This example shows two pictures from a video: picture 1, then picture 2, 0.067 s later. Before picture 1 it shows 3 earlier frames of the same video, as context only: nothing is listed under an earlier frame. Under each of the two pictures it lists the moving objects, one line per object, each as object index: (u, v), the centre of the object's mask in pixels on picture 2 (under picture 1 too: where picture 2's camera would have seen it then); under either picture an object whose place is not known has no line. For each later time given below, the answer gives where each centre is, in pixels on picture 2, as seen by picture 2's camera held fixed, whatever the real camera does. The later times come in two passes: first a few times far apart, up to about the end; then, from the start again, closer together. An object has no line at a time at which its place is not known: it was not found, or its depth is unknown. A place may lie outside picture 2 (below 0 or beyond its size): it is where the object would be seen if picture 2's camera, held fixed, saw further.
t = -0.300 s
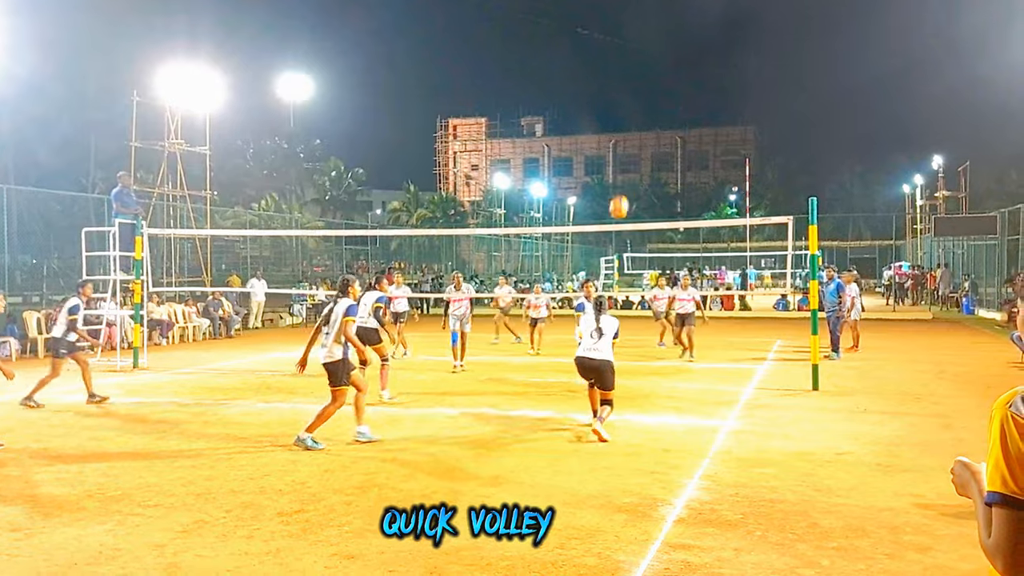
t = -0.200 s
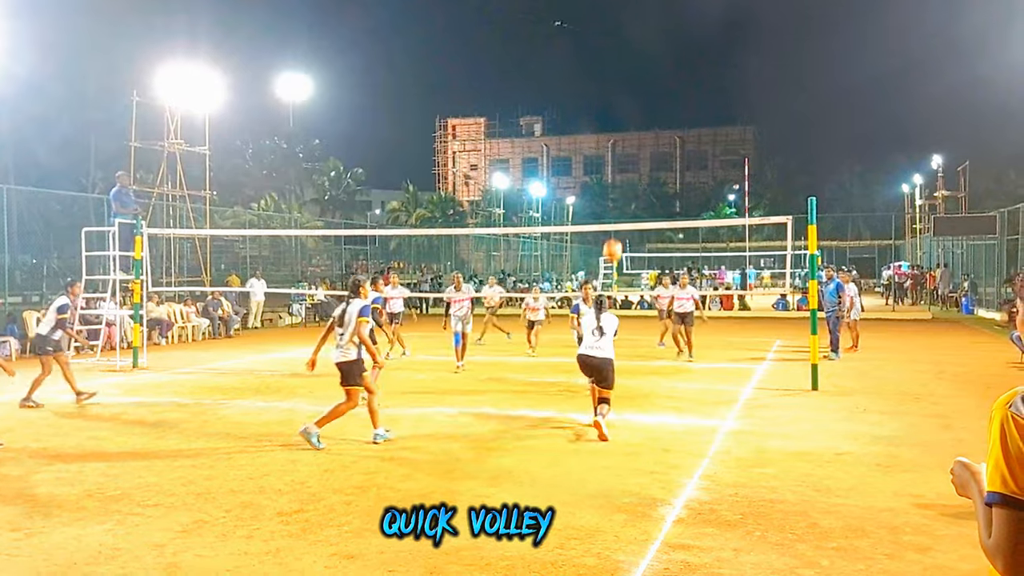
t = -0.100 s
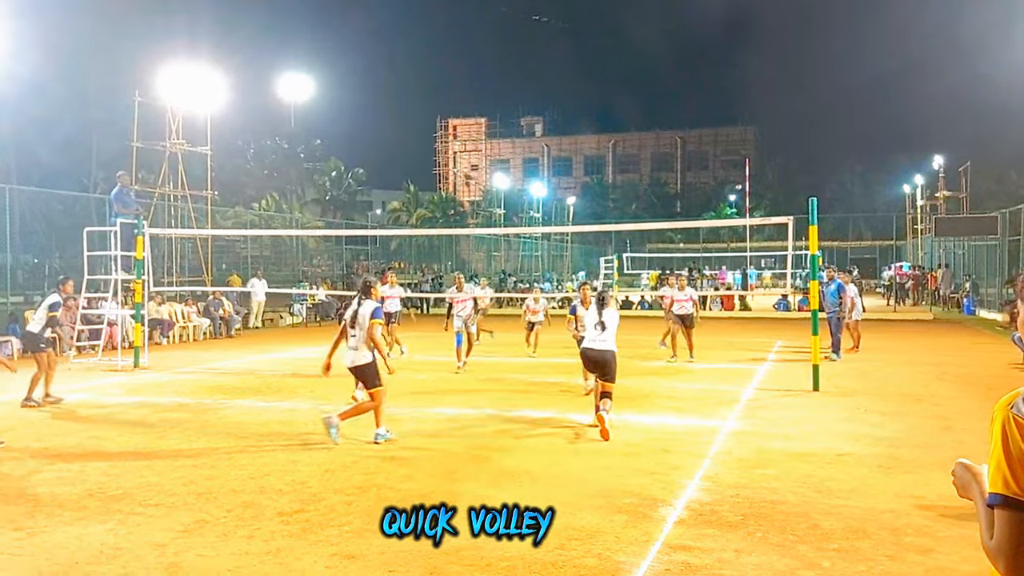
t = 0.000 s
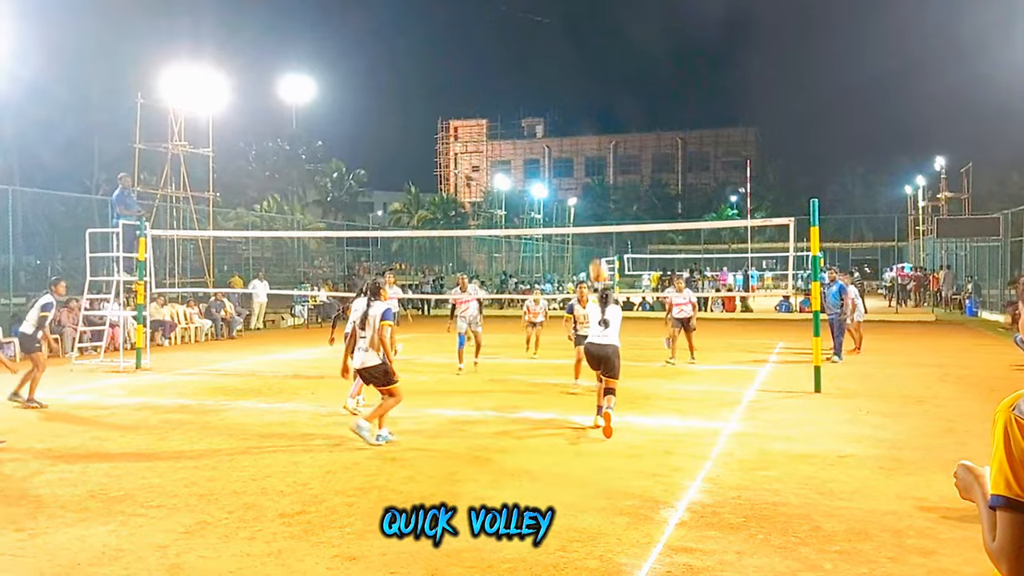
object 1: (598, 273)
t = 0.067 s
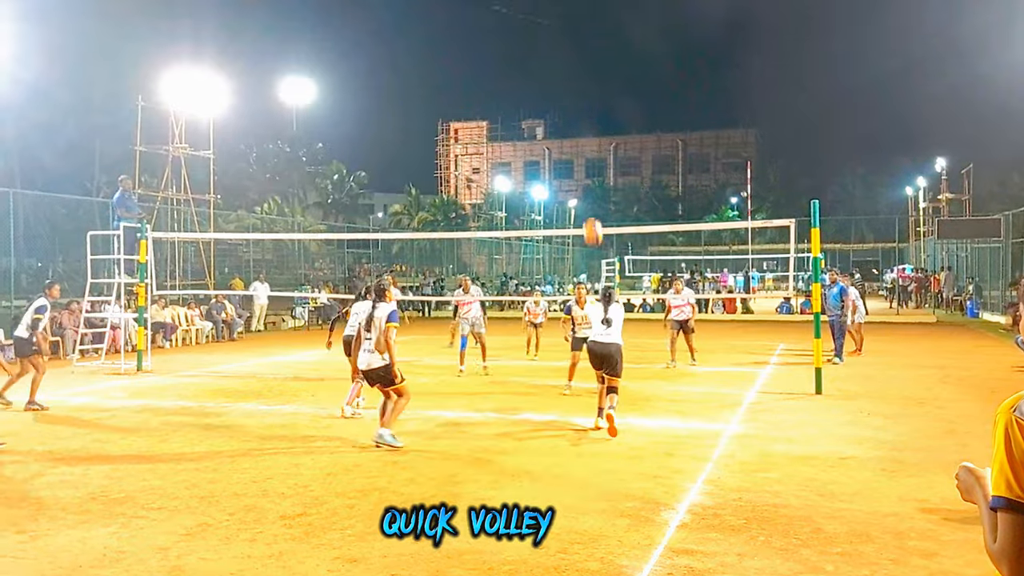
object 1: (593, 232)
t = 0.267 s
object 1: (573, 130)
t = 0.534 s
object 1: (548, 57)
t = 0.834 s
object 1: (522, 48)
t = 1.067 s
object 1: (505, 89)
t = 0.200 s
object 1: (579, 160)
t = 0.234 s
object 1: (576, 144)
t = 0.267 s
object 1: (573, 130)
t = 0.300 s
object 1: (569, 117)
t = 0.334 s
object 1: (566, 105)
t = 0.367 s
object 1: (563, 95)
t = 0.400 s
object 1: (559, 85)
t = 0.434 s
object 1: (556, 76)
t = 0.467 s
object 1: (554, 69)
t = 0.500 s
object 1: (550, 63)
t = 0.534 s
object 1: (548, 57)
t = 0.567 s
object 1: (545, 53)
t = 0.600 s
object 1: (542, 49)
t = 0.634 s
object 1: (539, 46)
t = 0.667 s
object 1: (536, 44)
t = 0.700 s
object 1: (533, 43)
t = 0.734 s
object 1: (530, 43)
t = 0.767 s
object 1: (527, 44)
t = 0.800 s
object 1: (525, 46)
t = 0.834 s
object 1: (522, 48)
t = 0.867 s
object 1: (520, 52)
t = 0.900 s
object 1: (518, 56)
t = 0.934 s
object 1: (515, 61)
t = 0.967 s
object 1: (512, 67)
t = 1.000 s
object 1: (510, 73)
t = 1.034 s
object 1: (507, 81)
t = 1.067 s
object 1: (505, 89)
